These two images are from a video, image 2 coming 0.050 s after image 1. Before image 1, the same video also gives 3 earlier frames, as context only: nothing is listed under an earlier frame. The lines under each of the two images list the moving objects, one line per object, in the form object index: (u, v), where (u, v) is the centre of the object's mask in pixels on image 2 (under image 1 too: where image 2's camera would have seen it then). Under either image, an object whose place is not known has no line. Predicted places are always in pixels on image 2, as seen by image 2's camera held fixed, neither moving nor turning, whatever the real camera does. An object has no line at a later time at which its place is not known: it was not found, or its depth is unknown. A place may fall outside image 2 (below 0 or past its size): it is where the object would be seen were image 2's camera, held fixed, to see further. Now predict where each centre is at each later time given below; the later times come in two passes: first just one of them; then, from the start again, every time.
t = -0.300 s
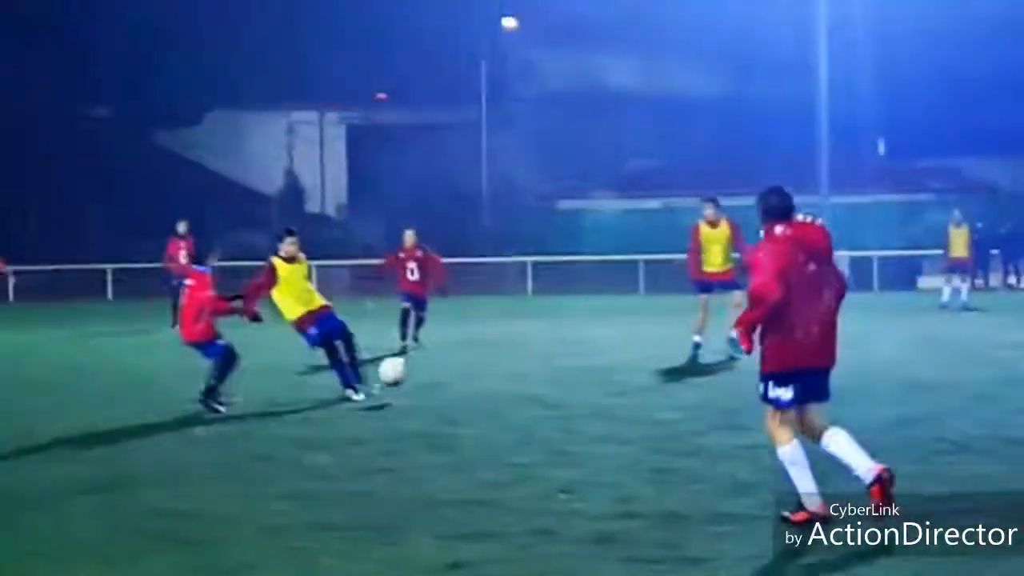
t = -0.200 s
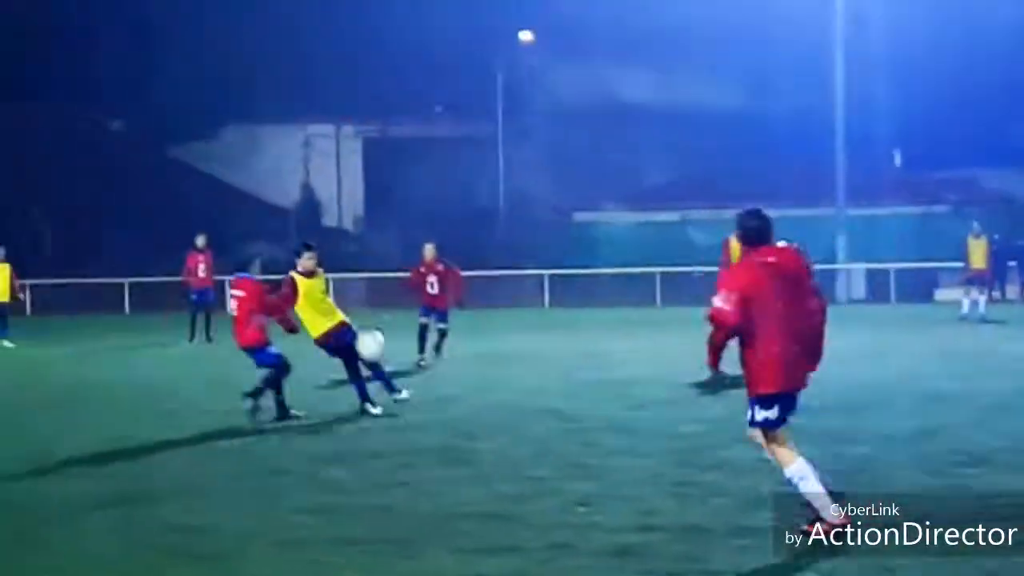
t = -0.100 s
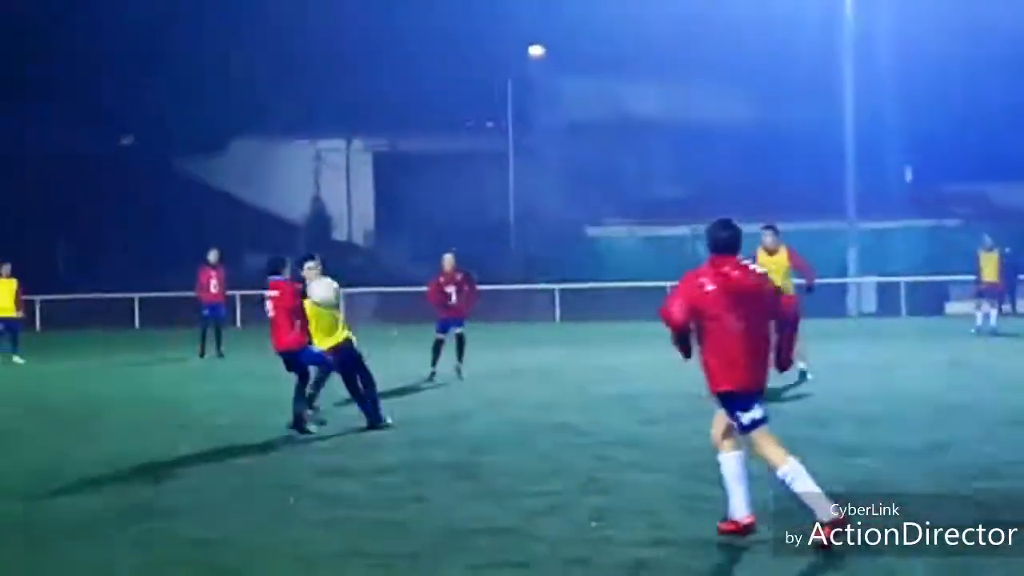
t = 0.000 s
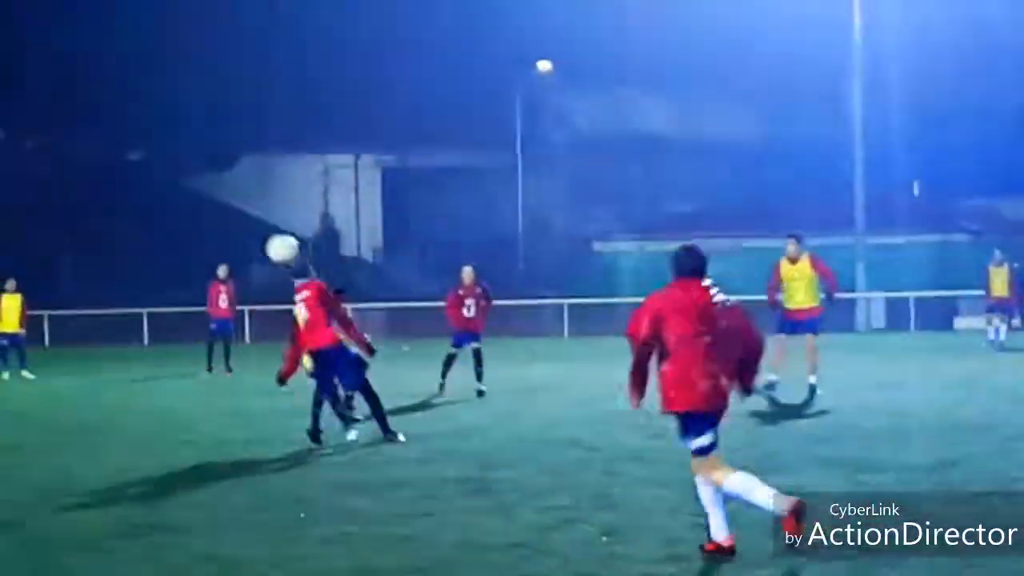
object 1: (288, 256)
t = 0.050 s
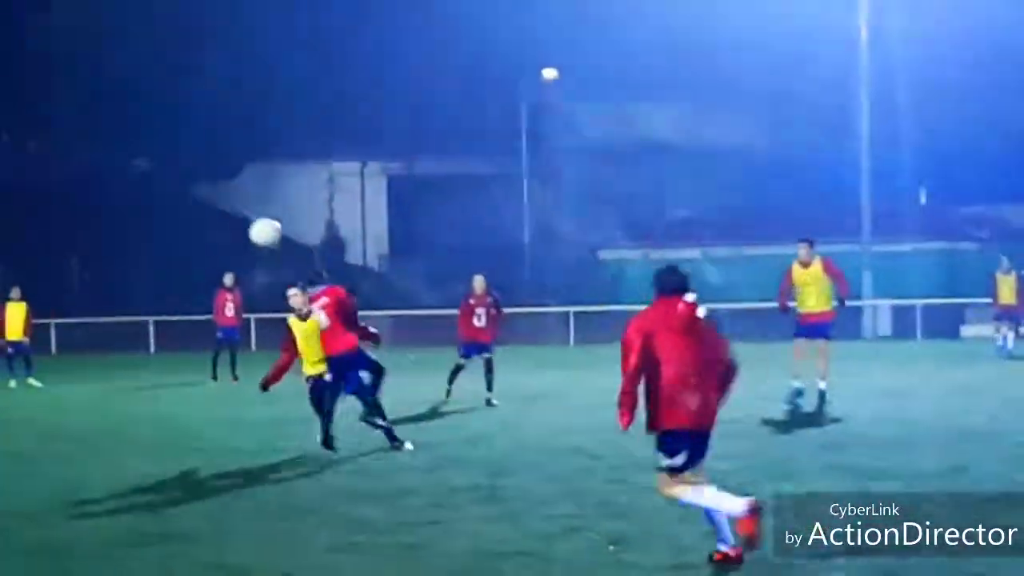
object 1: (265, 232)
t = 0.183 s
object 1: (204, 177)
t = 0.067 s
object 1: (256, 224)
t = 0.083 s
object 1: (248, 217)
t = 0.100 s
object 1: (241, 210)
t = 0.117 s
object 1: (232, 203)
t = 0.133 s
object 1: (223, 196)
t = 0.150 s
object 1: (215, 190)
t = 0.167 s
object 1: (208, 183)
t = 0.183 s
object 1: (204, 177)
